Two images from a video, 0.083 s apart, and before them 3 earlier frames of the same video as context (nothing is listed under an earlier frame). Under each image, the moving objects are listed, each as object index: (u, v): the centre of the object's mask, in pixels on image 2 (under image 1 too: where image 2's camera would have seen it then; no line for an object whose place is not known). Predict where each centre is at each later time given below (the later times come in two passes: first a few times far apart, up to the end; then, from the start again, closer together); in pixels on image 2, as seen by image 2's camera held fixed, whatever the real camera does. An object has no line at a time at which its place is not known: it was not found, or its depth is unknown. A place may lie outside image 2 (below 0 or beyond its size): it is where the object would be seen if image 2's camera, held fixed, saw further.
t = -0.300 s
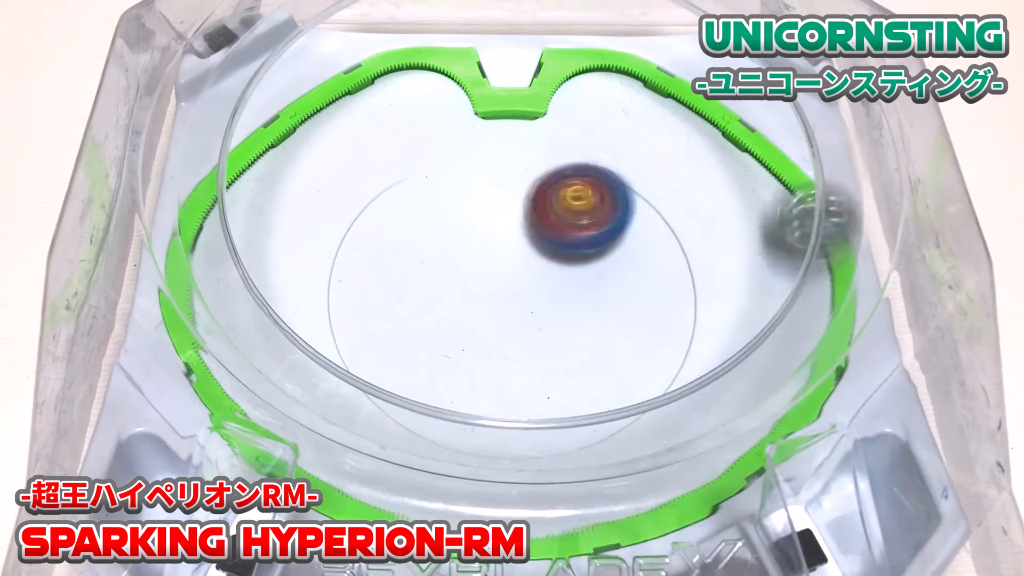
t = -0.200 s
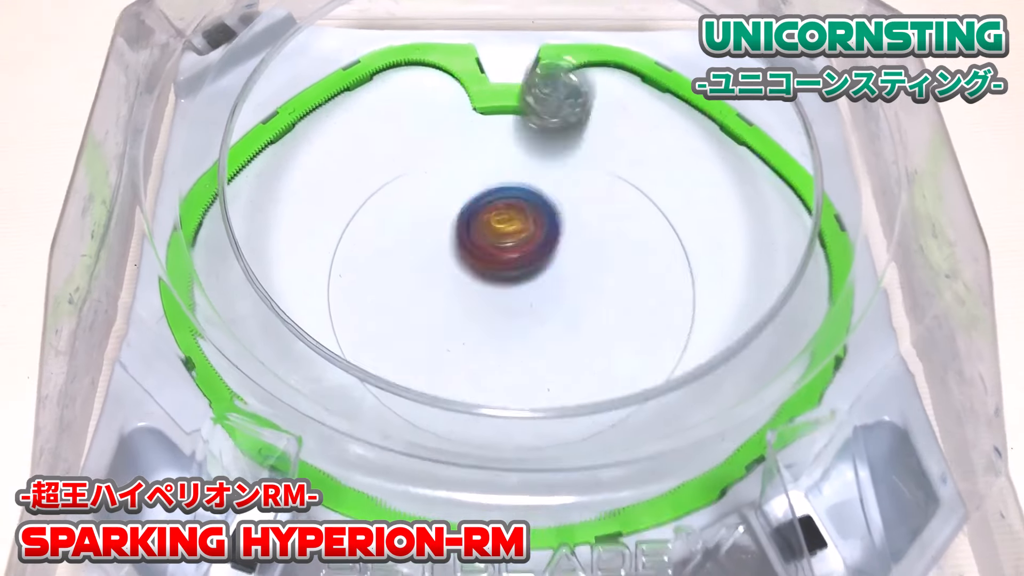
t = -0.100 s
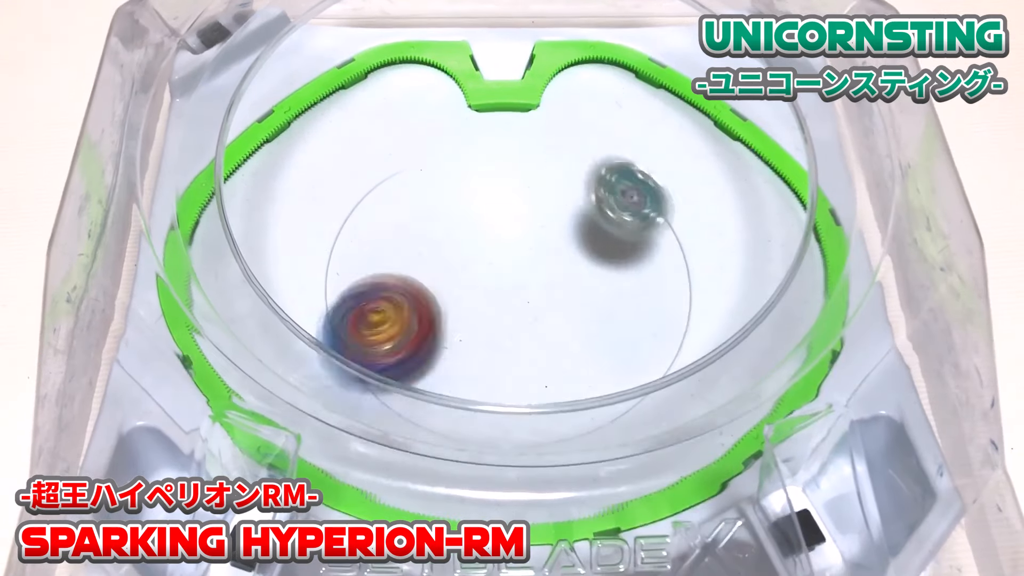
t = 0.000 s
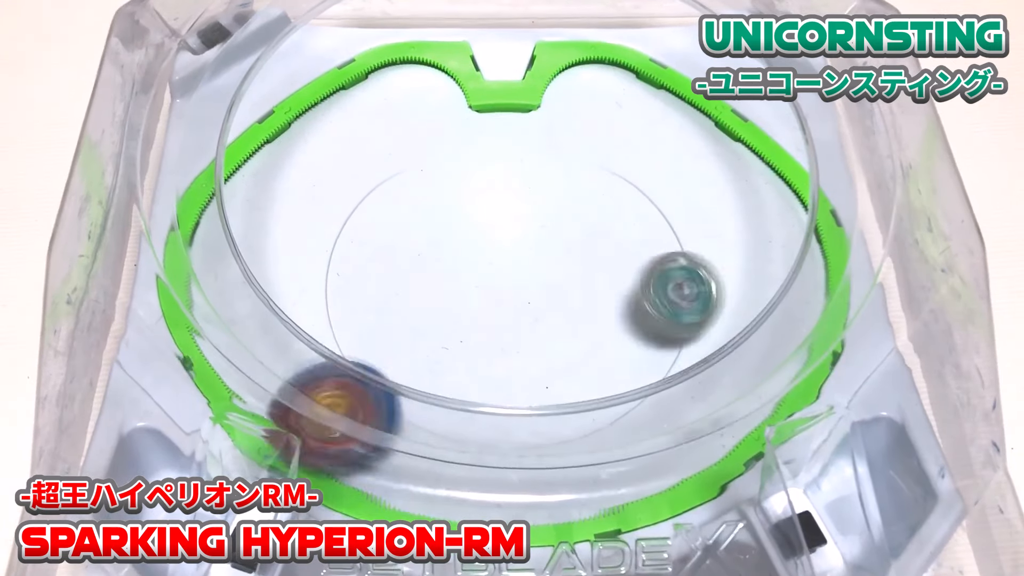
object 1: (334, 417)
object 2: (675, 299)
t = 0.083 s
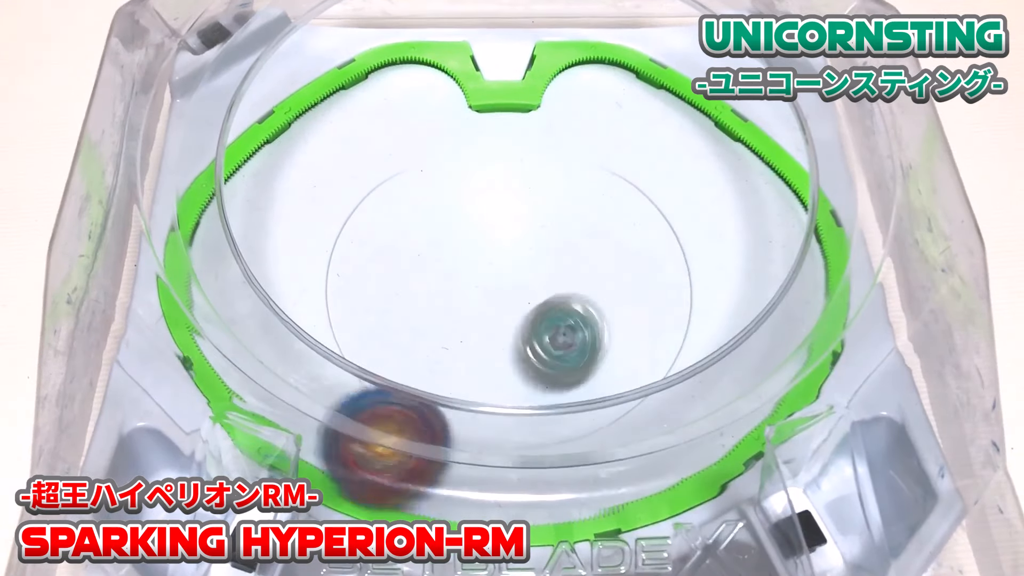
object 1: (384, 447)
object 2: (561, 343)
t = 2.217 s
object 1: (484, 287)
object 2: (711, 338)
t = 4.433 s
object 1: (590, 312)
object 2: (483, 300)
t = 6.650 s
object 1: (622, 260)
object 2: (508, 375)
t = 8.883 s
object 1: (446, 288)
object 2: (465, 362)
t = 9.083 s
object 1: (419, 259)
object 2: (435, 343)
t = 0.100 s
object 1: (396, 451)
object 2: (539, 349)
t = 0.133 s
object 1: (423, 454)
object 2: (495, 343)
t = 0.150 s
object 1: (439, 452)
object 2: (473, 344)
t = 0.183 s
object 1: (466, 445)
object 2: (428, 351)
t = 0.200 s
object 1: (478, 439)
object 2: (409, 347)
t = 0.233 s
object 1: (503, 429)
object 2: (375, 341)
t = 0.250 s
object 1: (516, 423)
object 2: (358, 340)
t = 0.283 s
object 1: (544, 408)
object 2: (341, 332)
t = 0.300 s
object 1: (556, 402)
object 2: (349, 320)
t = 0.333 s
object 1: (579, 382)
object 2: (359, 309)
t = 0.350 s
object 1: (586, 373)
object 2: (365, 305)
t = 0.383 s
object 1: (598, 351)
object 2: (385, 291)
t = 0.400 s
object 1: (605, 342)
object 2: (397, 285)
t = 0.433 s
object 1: (612, 321)
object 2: (422, 274)
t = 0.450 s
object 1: (614, 309)
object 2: (438, 269)
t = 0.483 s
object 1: (617, 287)
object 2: (468, 262)
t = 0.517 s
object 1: (616, 265)
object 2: (501, 256)
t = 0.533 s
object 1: (615, 255)
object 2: (517, 254)
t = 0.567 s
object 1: (632, 234)
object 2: (505, 247)
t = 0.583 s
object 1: (640, 224)
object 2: (495, 244)
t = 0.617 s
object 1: (649, 204)
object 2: (480, 238)
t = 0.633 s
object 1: (649, 194)
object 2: (474, 235)
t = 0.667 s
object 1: (644, 178)
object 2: (466, 231)
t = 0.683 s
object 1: (639, 170)
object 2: (463, 230)
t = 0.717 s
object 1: (632, 154)
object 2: (462, 230)
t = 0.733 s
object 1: (630, 146)
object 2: (462, 231)
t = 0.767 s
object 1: (628, 133)
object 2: (466, 236)
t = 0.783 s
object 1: (628, 126)
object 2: (468, 238)
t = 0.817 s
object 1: (631, 113)
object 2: (475, 246)
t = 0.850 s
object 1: (634, 98)
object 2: (484, 254)
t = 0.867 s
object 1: (636, 91)
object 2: (489, 259)
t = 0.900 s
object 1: (637, 77)
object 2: (499, 268)
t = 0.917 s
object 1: (635, 71)
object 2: (504, 272)
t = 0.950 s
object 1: (627, 67)
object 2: (515, 277)
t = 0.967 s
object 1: (620, 67)
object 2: (520, 280)
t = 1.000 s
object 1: (606, 70)
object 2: (530, 282)
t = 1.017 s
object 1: (599, 75)
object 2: (534, 282)
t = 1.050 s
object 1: (586, 86)
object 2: (540, 281)
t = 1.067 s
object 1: (581, 93)
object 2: (544, 280)
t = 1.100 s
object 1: (575, 109)
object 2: (550, 277)
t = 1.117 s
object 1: (572, 117)
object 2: (553, 274)
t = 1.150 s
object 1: (567, 133)
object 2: (559, 269)
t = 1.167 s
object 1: (563, 142)
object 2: (561, 266)
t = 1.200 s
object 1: (553, 160)
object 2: (564, 261)
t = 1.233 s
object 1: (541, 176)
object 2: (565, 256)
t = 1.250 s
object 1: (535, 180)
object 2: (567, 265)
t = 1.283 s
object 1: (522, 183)
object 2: (571, 294)
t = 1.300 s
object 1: (517, 186)
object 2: (572, 308)
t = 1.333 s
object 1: (505, 196)
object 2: (575, 331)
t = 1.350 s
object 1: (498, 203)
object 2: (576, 341)
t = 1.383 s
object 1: (490, 218)
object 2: (581, 358)
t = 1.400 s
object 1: (485, 224)
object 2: (585, 365)
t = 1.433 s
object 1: (479, 241)
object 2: (595, 380)
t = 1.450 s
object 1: (478, 250)
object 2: (599, 386)
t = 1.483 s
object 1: (476, 267)
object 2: (609, 394)
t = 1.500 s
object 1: (475, 275)
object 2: (609, 389)
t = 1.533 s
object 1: (477, 292)
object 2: (607, 380)
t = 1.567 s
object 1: (481, 308)
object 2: (604, 369)
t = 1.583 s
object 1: (484, 314)
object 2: (603, 362)
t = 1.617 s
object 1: (492, 330)
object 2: (602, 353)
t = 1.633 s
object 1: (498, 337)
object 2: (602, 347)
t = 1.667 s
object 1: (487, 340)
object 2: (641, 345)
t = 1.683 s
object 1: (482, 343)
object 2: (661, 342)
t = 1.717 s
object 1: (475, 346)
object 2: (680, 328)
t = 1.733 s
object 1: (472, 348)
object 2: (688, 324)
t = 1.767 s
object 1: (469, 354)
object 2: (702, 315)
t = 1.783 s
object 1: (469, 355)
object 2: (708, 312)
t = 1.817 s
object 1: (470, 361)
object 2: (717, 307)
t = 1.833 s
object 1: (473, 364)
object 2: (721, 306)
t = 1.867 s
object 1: (479, 367)
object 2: (729, 306)
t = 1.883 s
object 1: (483, 369)
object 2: (732, 306)
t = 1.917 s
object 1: (493, 369)
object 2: (737, 309)
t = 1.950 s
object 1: (501, 367)
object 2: (739, 311)
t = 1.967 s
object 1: (505, 366)
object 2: (740, 312)
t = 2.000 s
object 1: (512, 361)
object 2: (738, 315)
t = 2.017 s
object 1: (514, 357)
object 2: (737, 317)
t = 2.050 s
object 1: (514, 346)
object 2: (733, 321)
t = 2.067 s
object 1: (514, 339)
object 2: (731, 322)
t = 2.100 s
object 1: (511, 326)
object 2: (727, 326)
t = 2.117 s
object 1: (508, 320)
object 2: (725, 328)
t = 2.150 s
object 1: (501, 308)
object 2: (720, 332)
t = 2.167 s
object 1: (498, 302)
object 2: (718, 333)
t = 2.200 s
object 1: (489, 291)
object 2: (714, 337)
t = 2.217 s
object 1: (484, 287)
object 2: (711, 338)
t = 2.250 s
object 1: (474, 277)
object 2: (706, 341)
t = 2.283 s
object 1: (463, 269)
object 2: (700, 343)
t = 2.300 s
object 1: (458, 266)
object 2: (697, 343)
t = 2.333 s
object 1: (446, 259)
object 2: (691, 345)
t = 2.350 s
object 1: (440, 257)
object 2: (687, 346)
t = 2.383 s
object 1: (428, 253)
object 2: (681, 347)
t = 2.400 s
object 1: (422, 253)
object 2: (677, 347)
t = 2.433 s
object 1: (411, 252)
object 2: (670, 347)
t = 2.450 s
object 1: (405, 252)
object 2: (666, 347)
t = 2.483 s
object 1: (397, 255)
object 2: (655, 344)
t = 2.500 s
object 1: (393, 257)
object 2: (649, 343)
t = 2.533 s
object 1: (391, 265)
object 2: (638, 339)
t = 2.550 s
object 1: (391, 267)
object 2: (631, 336)
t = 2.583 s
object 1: (396, 276)
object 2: (616, 330)
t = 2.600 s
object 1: (401, 279)
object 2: (608, 327)
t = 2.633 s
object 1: (411, 284)
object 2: (593, 321)
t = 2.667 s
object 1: (426, 288)
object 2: (578, 315)
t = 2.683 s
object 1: (433, 287)
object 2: (570, 312)
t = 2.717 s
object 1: (447, 286)
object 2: (553, 307)
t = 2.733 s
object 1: (454, 283)
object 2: (547, 306)
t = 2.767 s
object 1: (461, 269)
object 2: (558, 319)
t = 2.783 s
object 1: (466, 263)
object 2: (564, 329)
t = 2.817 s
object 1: (477, 254)
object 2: (572, 349)
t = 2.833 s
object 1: (482, 249)
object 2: (575, 356)
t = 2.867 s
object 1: (491, 240)
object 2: (578, 363)
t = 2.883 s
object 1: (495, 234)
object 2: (579, 364)
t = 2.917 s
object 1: (503, 226)
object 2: (579, 364)
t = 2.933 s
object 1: (506, 220)
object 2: (579, 364)
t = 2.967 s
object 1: (514, 212)
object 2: (580, 361)
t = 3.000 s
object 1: (520, 203)
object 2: (581, 358)
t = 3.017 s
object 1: (523, 198)
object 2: (581, 356)
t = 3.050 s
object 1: (529, 189)
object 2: (581, 352)
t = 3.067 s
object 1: (531, 185)
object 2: (581, 351)
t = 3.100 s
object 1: (536, 176)
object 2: (580, 346)
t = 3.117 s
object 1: (538, 172)
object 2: (580, 344)
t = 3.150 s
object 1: (541, 163)
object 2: (578, 340)
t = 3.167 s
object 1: (541, 160)
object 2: (577, 338)
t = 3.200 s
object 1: (543, 152)
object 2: (575, 333)
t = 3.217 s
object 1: (543, 148)
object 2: (574, 331)
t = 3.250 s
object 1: (544, 143)
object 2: (571, 327)
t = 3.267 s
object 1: (543, 142)
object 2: (570, 325)
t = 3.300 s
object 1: (543, 140)
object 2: (567, 321)
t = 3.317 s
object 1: (543, 140)
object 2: (566, 319)
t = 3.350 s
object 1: (541, 142)
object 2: (563, 315)
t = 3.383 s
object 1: (537, 146)
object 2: (559, 310)
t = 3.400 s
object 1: (536, 149)
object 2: (557, 308)
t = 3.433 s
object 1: (533, 158)
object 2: (552, 303)
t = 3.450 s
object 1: (532, 161)
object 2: (549, 300)
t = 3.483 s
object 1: (528, 172)
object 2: (542, 294)
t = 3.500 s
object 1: (527, 177)
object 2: (539, 291)
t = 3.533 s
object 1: (526, 190)
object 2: (531, 286)
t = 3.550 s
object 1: (526, 194)
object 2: (528, 283)
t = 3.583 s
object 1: (529, 200)
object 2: (515, 294)
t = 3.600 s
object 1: (531, 199)
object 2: (505, 309)
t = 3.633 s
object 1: (536, 202)
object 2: (486, 336)
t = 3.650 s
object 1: (539, 205)
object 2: (477, 346)
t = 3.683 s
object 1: (543, 213)
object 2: (464, 361)
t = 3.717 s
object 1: (549, 221)
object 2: (456, 366)
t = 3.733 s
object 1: (552, 225)
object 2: (452, 374)
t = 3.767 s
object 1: (557, 234)
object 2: (451, 377)
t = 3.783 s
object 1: (561, 237)
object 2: (453, 378)
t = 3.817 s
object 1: (566, 245)
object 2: (456, 379)
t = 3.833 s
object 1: (569, 248)
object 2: (458, 380)
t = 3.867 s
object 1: (575, 256)
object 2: (463, 380)
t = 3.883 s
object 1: (578, 259)
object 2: (465, 380)
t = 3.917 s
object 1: (584, 266)
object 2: (470, 378)
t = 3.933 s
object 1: (588, 270)
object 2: (474, 375)
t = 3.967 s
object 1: (594, 277)
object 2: (481, 371)
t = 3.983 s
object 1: (596, 280)
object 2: (483, 370)
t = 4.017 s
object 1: (602, 286)
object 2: (488, 368)
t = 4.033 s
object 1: (605, 289)
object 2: (490, 366)
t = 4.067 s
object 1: (610, 294)
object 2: (493, 363)
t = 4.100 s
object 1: (615, 299)
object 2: (495, 360)
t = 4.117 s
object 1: (618, 301)
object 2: (495, 359)
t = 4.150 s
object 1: (621, 305)
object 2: (497, 355)
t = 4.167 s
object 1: (623, 307)
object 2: (498, 353)
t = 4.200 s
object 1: (623, 308)
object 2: (500, 349)
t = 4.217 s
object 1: (622, 309)
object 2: (501, 347)
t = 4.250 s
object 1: (620, 310)
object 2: (502, 343)
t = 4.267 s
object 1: (618, 310)
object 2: (503, 341)
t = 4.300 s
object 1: (614, 310)
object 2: (503, 336)
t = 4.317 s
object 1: (612, 311)
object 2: (504, 332)
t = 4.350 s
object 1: (604, 312)
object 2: (503, 325)
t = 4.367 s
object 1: (601, 312)
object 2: (498, 320)
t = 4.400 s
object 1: (597, 312)
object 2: (490, 311)
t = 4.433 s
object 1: (590, 312)
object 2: (483, 300)
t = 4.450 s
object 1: (585, 312)
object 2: (481, 294)
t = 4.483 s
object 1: (578, 314)
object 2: (477, 286)
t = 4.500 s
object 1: (573, 314)
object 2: (476, 284)
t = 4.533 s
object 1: (566, 319)
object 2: (472, 275)
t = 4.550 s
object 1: (567, 324)
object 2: (458, 260)
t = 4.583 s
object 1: (567, 332)
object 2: (432, 231)
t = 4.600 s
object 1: (567, 337)
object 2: (419, 215)
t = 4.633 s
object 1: (567, 343)
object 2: (397, 192)
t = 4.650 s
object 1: (567, 346)
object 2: (385, 180)
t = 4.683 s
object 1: (565, 353)
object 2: (372, 165)
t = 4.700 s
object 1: (566, 354)
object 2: (369, 162)
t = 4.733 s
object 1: (565, 359)
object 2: (362, 157)
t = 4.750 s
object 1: (564, 360)
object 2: (359, 151)
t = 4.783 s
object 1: (563, 361)
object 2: (353, 143)
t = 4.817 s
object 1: (562, 362)
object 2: (348, 133)
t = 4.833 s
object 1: (561, 362)
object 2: (346, 126)
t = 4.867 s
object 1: (559, 362)
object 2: (342, 112)
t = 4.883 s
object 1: (557, 362)
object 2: (340, 106)
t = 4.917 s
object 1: (553, 359)
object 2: (336, 93)
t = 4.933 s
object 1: (552, 358)
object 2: (334, 87)
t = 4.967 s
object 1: (545, 355)
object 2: (334, 112)
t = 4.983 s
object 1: (543, 352)
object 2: (336, 138)
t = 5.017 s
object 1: (536, 348)
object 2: (340, 197)
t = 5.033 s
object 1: (532, 346)
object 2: (342, 217)
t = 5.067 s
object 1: (525, 340)
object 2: (350, 266)
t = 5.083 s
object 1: (522, 337)
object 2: (355, 297)
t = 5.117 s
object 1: (515, 331)
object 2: (370, 346)
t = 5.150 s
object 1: (507, 325)
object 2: (395, 389)
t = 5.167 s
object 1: (504, 323)
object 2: (411, 410)
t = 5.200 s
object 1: (497, 316)
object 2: (445, 453)
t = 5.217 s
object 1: (493, 313)
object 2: (464, 468)
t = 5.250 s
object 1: (487, 307)
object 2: (504, 483)
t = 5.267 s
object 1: (484, 303)
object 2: (528, 494)
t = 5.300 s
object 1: (478, 296)
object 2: (590, 488)
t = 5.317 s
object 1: (475, 294)
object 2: (623, 470)
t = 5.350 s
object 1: (470, 287)
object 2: (691, 425)
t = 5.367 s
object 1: (466, 283)
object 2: (717, 408)
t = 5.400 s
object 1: (461, 276)
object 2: (766, 366)
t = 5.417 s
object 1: (460, 273)
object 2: (787, 347)
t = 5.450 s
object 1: (455, 266)
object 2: (825, 309)
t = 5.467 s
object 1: (453, 263)
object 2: (833, 289)
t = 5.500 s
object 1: (449, 256)
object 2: (822, 236)
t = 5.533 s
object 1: (446, 250)
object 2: (808, 192)
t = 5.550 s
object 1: (444, 246)
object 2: (791, 178)
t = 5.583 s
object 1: (442, 239)
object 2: (758, 145)
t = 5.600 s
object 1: (441, 237)
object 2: (731, 144)
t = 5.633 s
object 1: (438, 230)
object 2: (691, 131)
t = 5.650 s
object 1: (437, 228)
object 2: (673, 119)
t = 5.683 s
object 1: (435, 224)
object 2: (640, 102)
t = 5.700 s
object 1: (434, 221)
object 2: (621, 97)
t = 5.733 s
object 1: (434, 218)
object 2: (590, 81)
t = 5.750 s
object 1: (434, 217)
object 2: (572, 76)
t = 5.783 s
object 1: (435, 217)
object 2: (559, 86)
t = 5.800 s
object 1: (436, 218)
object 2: (565, 112)
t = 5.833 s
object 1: (439, 219)
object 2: (576, 160)
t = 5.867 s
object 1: (443, 219)
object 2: (588, 213)
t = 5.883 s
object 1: (446, 221)
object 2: (593, 237)
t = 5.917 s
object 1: (451, 223)
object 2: (603, 286)
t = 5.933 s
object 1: (453, 224)
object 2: (606, 310)
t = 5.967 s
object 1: (463, 228)
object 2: (614, 349)
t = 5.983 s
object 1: (467, 230)
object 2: (618, 369)
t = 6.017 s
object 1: (474, 230)
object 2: (621, 404)
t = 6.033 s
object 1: (479, 232)
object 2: (618, 411)
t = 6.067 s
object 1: (488, 235)
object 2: (613, 440)
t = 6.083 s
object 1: (491, 237)
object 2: (608, 455)
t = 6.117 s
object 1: (500, 240)
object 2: (606, 471)
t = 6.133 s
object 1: (505, 242)
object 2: (604, 481)
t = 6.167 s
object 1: (513, 244)
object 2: (601, 494)
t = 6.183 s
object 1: (517, 245)
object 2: (603, 491)
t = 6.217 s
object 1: (526, 249)
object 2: (603, 481)
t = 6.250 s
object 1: (534, 253)
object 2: (601, 468)
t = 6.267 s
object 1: (538, 254)
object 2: (602, 459)
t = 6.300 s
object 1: (547, 257)
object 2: (602, 440)
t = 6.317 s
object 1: (551, 258)
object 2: (602, 431)
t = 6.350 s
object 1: (558, 262)
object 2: (602, 409)
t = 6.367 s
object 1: (562, 264)
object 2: (603, 404)
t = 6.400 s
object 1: (570, 267)
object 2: (602, 387)
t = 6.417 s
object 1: (573, 269)
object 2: (601, 381)
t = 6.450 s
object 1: (581, 272)
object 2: (598, 361)
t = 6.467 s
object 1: (584, 271)
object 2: (596, 356)
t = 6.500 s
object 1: (593, 268)
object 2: (584, 351)
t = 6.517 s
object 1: (599, 268)
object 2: (574, 356)
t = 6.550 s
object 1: (606, 267)
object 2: (557, 363)
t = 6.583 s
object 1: (612, 265)
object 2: (540, 369)
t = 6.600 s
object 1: (615, 264)
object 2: (532, 370)
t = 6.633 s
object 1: (620, 261)
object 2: (516, 374)
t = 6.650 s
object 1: (622, 260)
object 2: (508, 375)
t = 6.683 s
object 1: (624, 258)
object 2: (496, 377)
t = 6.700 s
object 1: (623, 257)
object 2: (487, 385)
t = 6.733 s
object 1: (621, 254)
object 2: (474, 388)
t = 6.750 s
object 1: (619, 254)
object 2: (468, 391)
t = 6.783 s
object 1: (616, 254)
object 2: (456, 394)
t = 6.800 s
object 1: (611, 254)
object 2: (450, 396)
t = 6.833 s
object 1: (605, 253)
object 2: (440, 396)
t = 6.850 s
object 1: (602, 254)
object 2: (436, 394)
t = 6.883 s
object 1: (594, 256)
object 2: (431, 387)
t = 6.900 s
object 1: (589, 256)
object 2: (428, 382)
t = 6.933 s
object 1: (581, 258)
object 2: (423, 375)
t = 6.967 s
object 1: (575, 260)
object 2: (418, 364)
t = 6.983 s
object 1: (570, 261)
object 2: (417, 358)
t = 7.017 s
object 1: (562, 262)
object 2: (410, 350)
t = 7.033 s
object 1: (556, 262)
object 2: (407, 346)
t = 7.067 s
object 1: (548, 264)
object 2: (402, 335)
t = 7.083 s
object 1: (544, 264)
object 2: (400, 330)
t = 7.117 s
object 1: (535, 264)
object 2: (396, 318)
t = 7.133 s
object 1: (531, 264)
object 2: (393, 312)
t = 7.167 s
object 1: (522, 265)
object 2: (389, 299)
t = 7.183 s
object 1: (518, 264)
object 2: (387, 293)
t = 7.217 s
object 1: (509, 263)
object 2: (383, 280)
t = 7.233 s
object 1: (505, 263)
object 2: (381, 274)
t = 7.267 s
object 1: (497, 262)
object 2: (376, 261)
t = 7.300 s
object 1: (489, 261)
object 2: (373, 247)
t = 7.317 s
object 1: (485, 259)
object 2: (371, 241)
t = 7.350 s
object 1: (477, 258)
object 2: (368, 228)
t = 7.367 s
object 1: (473, 256)
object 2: (366, 221)
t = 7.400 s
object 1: (466, 254)
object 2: (363, 208)
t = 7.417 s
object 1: (463, 253)
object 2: (363, 202)
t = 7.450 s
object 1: (455, 250)
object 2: (371, 197)
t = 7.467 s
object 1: (453, 249)
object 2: (376, 194)
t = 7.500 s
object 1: (455, 256)
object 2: (377, 177)
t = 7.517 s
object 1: (457, 259)
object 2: (379, 169)
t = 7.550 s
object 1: (457, 263)
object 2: (381, 153)
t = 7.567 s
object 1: (457, 264)
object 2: (382, 145)
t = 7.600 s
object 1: (461, 268)
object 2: (384, 129)
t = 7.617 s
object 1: (463, 270)
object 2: (386, 120)
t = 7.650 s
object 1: (467, 275)
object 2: (390, 102)
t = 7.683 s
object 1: (472, 278)
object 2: (395, 83)
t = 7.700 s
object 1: (475, 280)
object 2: (399, 72)
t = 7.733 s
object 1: (482, 283)
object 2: (404, 54)
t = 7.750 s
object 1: (485, 284)
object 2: (406, 58)
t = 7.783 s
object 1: (491, 286)
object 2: (415, 80)
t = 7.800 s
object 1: (494, 288)
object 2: (419, 94)
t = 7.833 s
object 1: (500, 289)
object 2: (428, 108)
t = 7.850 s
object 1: (504, 290)
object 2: (432, 117)
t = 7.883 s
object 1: (512, 291)
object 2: (443, 144)
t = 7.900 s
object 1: (515, 292)
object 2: (448, 153)
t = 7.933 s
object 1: (519, 292)
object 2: (461, 173)
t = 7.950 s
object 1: (522, 293)
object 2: (466, 185)
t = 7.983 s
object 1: (531, 292)
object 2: (481, 208)
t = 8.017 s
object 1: (537, 294)
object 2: (494, 226)
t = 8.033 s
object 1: (539, 302)
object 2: (502, 230)
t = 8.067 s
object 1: (549, 316)
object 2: (521, 231)
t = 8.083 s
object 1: (555, 322)
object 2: (528, 233)
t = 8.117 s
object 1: (562, 330)
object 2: (544, 238)
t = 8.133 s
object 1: (568, 332)
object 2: (552, 241)
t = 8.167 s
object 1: (574, 337)
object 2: (567, 248)
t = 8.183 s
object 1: (575, 340)
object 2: (576, 252)
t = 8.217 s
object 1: (577, 341)
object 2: (594, 259)
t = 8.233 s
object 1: (573, 343)
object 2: (611, 266)
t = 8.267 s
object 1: (564, 348)
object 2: (642, 274)
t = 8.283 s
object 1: (561, 349)
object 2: (656, 276)
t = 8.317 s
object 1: (558, 352)
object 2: (674, 280)
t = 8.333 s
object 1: (558, 352)
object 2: (680, 283)
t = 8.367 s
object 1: (557, 353)
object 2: (691, 292)
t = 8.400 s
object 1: (557, 352)
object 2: (696, 302)
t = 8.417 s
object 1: (558, 352)
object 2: (699, 308)
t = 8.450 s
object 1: (557, 352)
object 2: (697, 320)
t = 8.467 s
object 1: (556, 352)
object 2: (696, 325)
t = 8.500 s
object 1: (555, 351)
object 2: (688, 339)
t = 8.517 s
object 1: (554, 350)
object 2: (683, 345)
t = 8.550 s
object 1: (549, 346)
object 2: (669, 361)
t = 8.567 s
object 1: (546, 344)
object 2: (659, 368)
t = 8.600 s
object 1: (541, 339)
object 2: (639, 380)
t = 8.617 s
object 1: (538, 335)
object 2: (627, 385)
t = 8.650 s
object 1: (530, 330)
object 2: (606, 392)
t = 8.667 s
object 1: (526, 326)
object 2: (593, 394)
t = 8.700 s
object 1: (517, 318)
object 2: (569, 396)
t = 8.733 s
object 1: (505, 312)
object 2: (548, 392)
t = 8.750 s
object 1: (498, 309)
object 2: (535, 382)
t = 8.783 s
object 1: (484, 303)
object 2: (515, 378)
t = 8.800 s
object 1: (477, 301)
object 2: (505, 376)
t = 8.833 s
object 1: (465, 297)
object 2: (487, 369)
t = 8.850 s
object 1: (458, 293)
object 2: (478, 369)
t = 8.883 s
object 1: (446, 288)
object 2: (465, 362)
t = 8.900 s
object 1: (440, 286)
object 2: (459, 359)
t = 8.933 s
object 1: (431, 280)
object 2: (450, 356)
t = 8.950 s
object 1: (429, 276)
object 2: (444, 359)
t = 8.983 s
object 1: (425, 270)
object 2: (438, 355)
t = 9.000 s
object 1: (424, 268)
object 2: (435, 353)
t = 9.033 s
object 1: (422, 265)
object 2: (434, 344)
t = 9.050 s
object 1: (421, 263)
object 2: (434, 341)
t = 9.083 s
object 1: (419, 259)
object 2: (435, 343)
